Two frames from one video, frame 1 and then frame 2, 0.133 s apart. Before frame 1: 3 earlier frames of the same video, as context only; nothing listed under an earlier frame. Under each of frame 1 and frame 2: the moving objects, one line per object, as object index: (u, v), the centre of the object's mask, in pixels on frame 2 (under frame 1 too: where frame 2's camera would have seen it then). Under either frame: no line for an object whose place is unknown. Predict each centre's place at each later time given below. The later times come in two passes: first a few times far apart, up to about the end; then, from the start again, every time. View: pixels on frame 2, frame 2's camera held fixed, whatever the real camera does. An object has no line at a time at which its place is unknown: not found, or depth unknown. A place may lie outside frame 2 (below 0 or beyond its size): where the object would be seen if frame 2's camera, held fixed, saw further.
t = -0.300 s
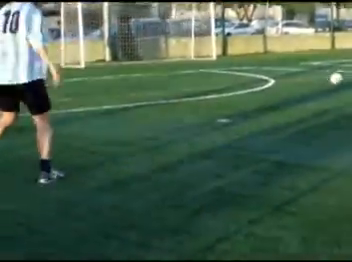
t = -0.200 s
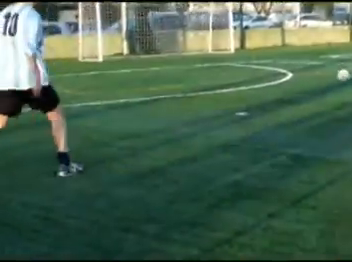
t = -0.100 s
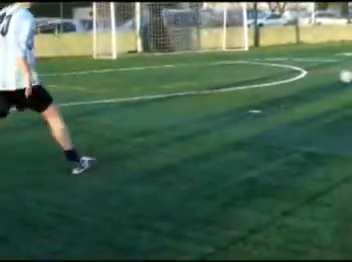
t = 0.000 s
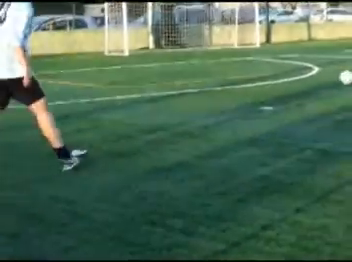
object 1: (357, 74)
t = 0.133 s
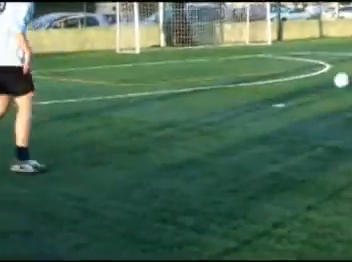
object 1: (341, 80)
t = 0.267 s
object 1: (322, 83)
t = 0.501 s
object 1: (285, 103)
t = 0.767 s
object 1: (231, 120)
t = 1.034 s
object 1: (160, 142)
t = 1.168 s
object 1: (117, 155)
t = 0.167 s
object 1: (336, 83)
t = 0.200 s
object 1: (331, 86)
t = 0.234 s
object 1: (327, 85)
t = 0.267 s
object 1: (322, 83)
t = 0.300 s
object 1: (317, 84)
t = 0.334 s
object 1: (312, 84)
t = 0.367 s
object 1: (307, 86)
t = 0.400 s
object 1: (302, 89)
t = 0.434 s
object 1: (296, 93)
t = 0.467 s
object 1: (290, 98)
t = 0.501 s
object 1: (285, 103)
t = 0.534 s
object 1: (279, 103)
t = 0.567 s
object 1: (273, 104)
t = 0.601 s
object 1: (266, 106)
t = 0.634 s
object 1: (261, 109)
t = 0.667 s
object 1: (253, 113)
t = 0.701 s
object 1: (246, 115)
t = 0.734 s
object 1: (239, 117)
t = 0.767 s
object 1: (231, 120)
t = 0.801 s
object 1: (223, 123)
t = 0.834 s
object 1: (215, 126)
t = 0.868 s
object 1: (206, 127)
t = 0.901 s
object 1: (198, 129)
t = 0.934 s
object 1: (189, 133)
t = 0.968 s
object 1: (180, 136)
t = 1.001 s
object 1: (171, 138)
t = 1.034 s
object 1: (160, 142)
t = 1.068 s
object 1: (150, 144)
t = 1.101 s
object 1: (140, 147)
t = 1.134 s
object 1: (128, 151)
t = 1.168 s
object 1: (117, 155)
